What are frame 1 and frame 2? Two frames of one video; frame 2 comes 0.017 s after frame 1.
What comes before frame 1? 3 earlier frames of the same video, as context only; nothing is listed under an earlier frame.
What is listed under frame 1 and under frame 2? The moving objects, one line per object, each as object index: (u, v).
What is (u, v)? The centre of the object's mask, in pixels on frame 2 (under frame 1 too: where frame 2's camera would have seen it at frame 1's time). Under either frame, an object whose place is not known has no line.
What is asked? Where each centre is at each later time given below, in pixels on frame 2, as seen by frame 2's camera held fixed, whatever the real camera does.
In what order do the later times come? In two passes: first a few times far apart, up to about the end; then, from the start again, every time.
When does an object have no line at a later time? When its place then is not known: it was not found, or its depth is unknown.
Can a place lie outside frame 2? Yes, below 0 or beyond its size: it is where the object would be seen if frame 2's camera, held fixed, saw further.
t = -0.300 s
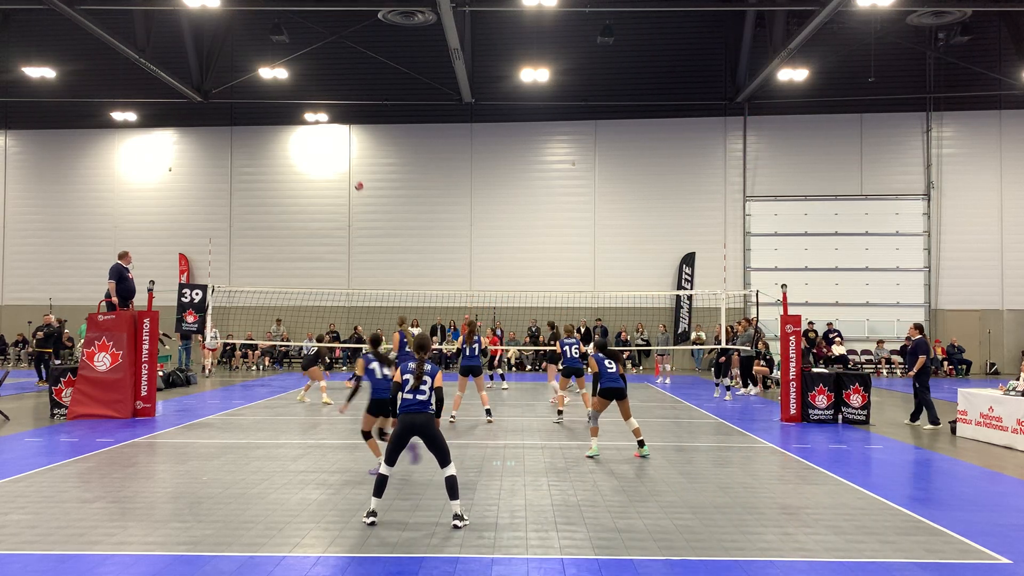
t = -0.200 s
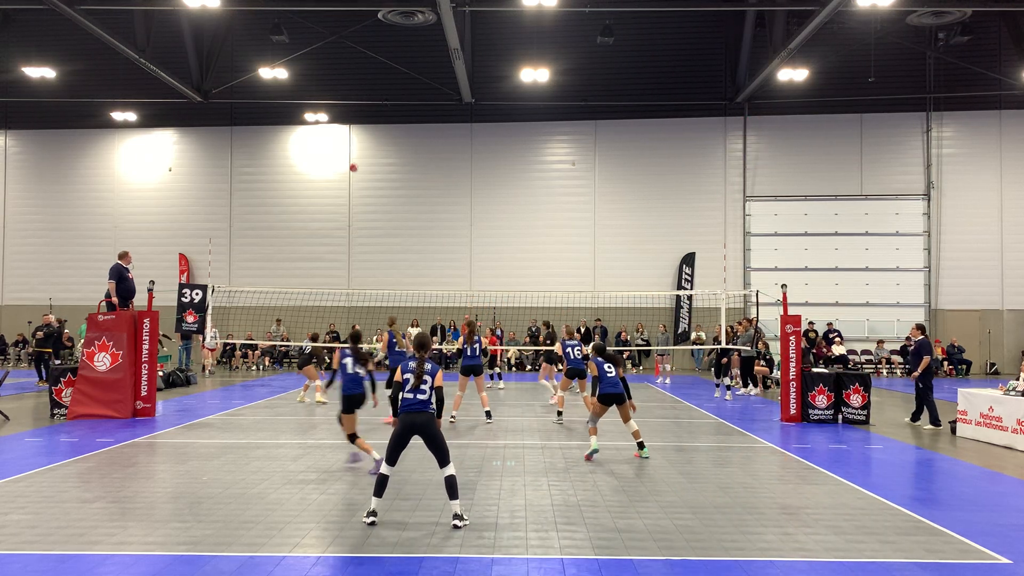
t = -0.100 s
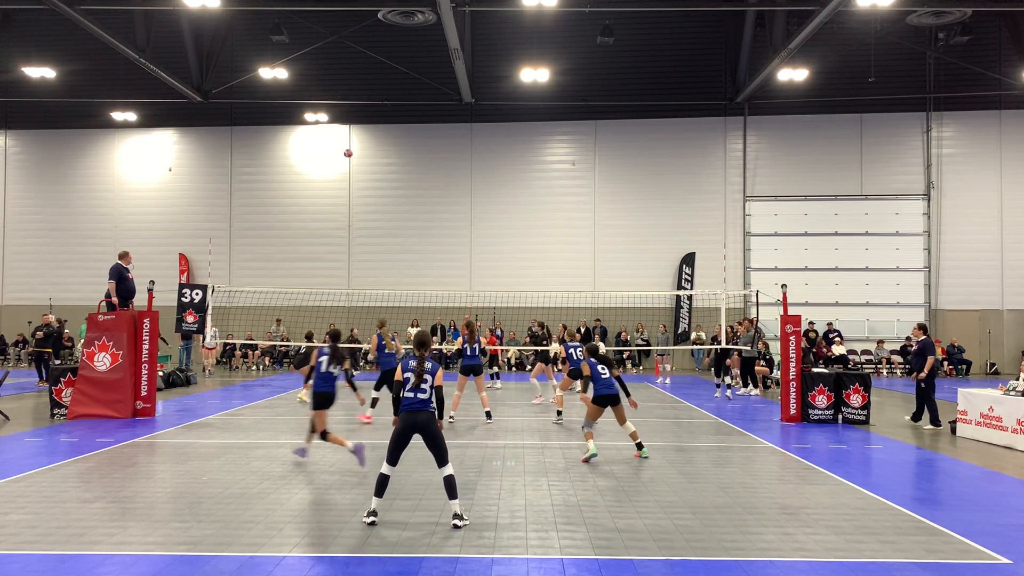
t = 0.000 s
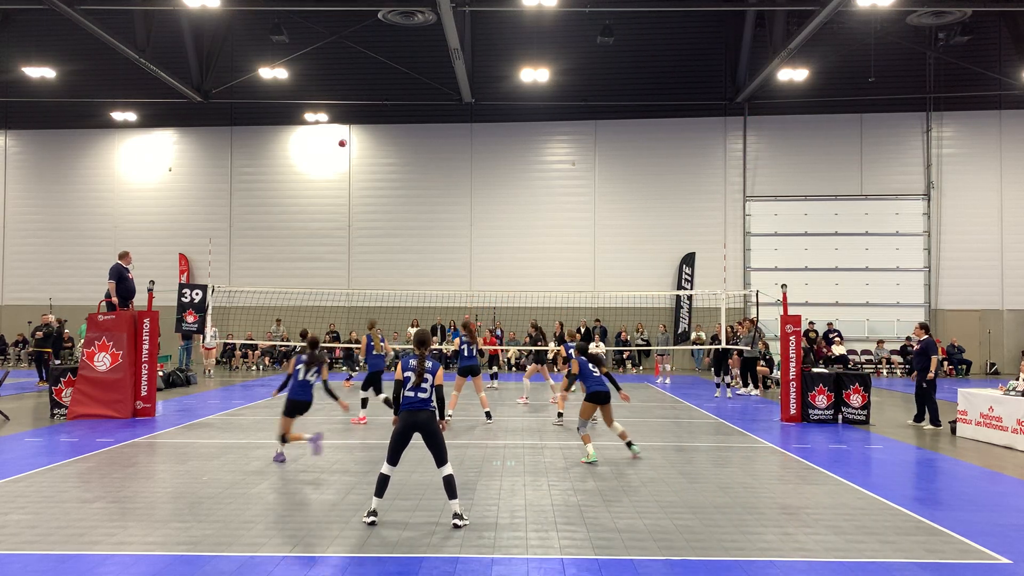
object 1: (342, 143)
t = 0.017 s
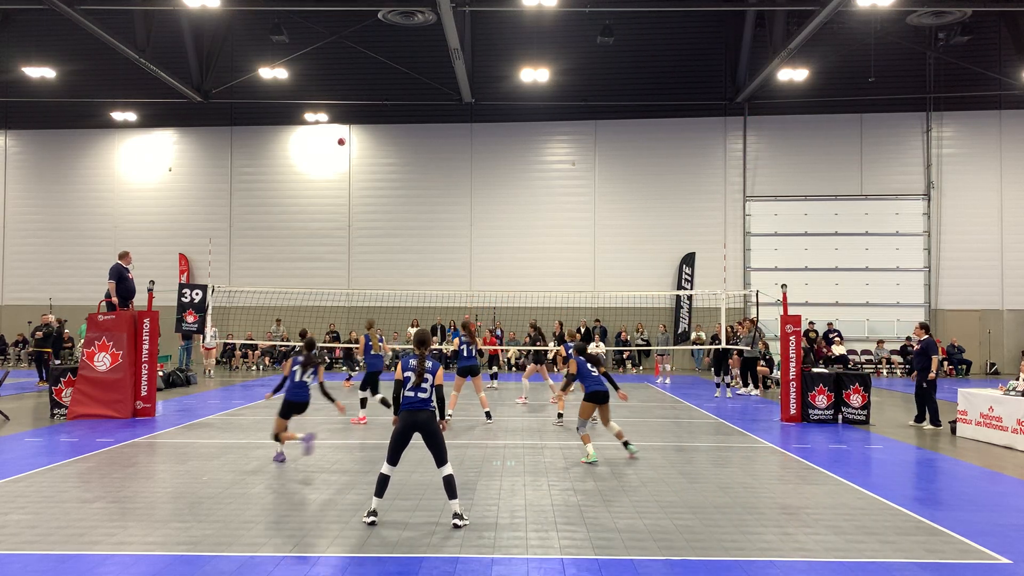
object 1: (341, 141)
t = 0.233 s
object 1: (329, 135)
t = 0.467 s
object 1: (314, 151)
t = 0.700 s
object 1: (299, 191)
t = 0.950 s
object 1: (284, 260)
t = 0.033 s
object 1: (340, 140)
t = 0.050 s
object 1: (339, 139)
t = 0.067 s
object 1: (338, 138)
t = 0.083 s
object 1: (337, 137)
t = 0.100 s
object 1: (337, 137)
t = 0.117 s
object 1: (336, 136)
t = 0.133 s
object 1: (335, 135)
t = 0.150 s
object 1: (334, 135)
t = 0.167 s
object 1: (332, 135)
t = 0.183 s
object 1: (331, 135)
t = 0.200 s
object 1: (330, 135)
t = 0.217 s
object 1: (329, 135)
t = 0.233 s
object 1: (329, 135)
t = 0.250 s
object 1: (327, 136)
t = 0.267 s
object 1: (326, 136)
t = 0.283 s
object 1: (325, 136)
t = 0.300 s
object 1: (324, 137)
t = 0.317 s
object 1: (323, 138)
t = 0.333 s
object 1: (322, 139)
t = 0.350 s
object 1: (321, 140)
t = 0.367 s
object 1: (320, 141)
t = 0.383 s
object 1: (319, 142)
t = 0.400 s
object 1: (318, 144)
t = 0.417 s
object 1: (317, 145)
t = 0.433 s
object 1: (316, 147)
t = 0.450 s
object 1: (315, 149)
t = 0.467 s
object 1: (314, 151)
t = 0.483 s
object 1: (313, 153)
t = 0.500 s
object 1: (312, 155)
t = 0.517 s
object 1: (311, 157)
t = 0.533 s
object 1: (310, 160)
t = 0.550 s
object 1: (309, 162)
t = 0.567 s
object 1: (308, 165)
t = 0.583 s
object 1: (307, 168)
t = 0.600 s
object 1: (306, 171)
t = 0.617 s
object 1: (305, 174)
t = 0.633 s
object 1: (304, 177)
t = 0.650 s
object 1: (303, 181)
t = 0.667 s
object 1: (301, 184)
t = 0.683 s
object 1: (301, 187)
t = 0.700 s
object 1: (299, 191)
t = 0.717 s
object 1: (299, 195)
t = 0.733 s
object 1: (298, 199)
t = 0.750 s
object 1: (297, 202)
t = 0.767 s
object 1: (295, 207)
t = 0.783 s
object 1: (294, 212)
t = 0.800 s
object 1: (293, 215)
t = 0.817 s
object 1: (292, 220)
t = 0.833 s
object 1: (291, 224)
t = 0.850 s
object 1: (290, 229)
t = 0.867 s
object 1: (289, 234)
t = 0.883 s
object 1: (288, 240)
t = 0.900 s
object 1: (287, 245)
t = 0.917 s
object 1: (286, 250)
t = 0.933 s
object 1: (285, 255)
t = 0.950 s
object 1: (284, 260)
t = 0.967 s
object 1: (283, 266)
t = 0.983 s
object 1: (282, 272)
